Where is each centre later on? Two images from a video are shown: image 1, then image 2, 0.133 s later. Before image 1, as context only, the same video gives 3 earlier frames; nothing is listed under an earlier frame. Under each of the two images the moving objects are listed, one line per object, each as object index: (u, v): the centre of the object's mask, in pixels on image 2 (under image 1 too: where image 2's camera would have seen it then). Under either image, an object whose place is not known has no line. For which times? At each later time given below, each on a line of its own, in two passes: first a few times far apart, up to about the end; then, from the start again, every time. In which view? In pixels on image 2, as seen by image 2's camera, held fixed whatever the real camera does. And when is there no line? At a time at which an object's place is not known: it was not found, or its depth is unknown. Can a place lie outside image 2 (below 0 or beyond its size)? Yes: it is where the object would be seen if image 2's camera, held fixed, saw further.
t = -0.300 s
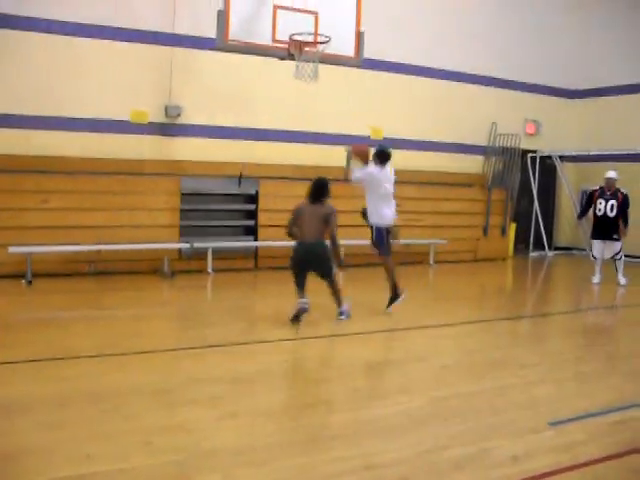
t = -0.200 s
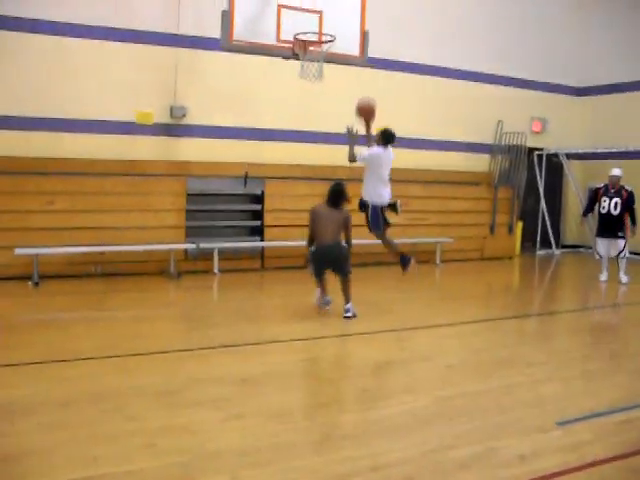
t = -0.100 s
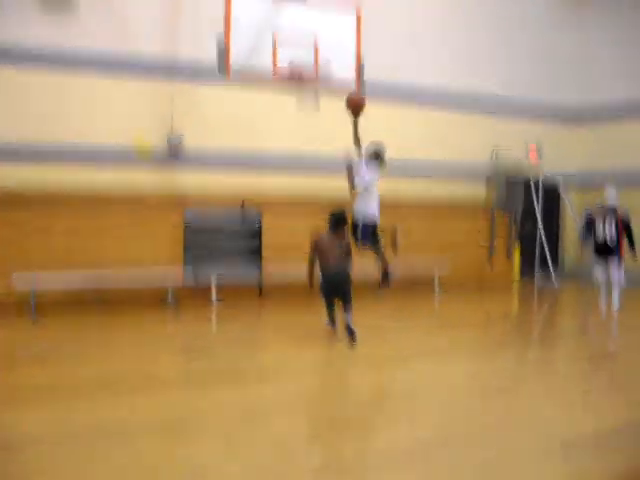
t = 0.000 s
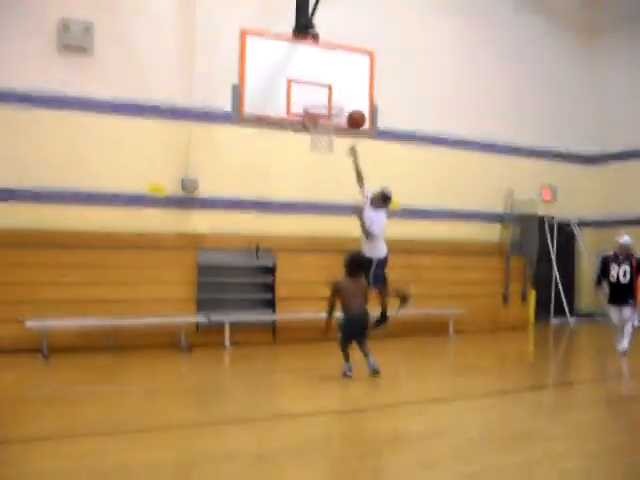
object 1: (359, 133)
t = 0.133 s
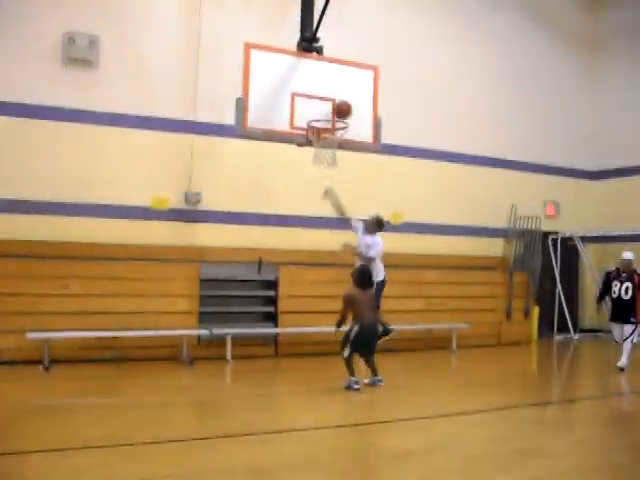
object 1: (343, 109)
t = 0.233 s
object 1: (329, 102)
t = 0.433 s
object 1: (326, 106)
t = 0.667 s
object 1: (325, 146)
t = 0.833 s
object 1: (330, 183)
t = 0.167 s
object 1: (337, 106)
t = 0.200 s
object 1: (333, 103)
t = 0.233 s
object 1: (329, 102)
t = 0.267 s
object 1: (329, 100)
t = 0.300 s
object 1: (328, 99)
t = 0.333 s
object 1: (328, 99)
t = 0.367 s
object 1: (327, 101)
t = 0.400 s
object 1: (326, 103)
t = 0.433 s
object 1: (326, 106)
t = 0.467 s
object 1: (325, 109)
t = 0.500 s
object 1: (324, 114)
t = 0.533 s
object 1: (324, 121)
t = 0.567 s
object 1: (322, 128)
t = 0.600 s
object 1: (322, 135)
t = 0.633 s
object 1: (323, 140)
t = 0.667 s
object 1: (325, 146)
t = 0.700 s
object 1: (325, 152)
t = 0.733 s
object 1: (326, 157)
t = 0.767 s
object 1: (327, 164)
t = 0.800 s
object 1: (329, 173)
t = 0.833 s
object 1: (330, 183)
